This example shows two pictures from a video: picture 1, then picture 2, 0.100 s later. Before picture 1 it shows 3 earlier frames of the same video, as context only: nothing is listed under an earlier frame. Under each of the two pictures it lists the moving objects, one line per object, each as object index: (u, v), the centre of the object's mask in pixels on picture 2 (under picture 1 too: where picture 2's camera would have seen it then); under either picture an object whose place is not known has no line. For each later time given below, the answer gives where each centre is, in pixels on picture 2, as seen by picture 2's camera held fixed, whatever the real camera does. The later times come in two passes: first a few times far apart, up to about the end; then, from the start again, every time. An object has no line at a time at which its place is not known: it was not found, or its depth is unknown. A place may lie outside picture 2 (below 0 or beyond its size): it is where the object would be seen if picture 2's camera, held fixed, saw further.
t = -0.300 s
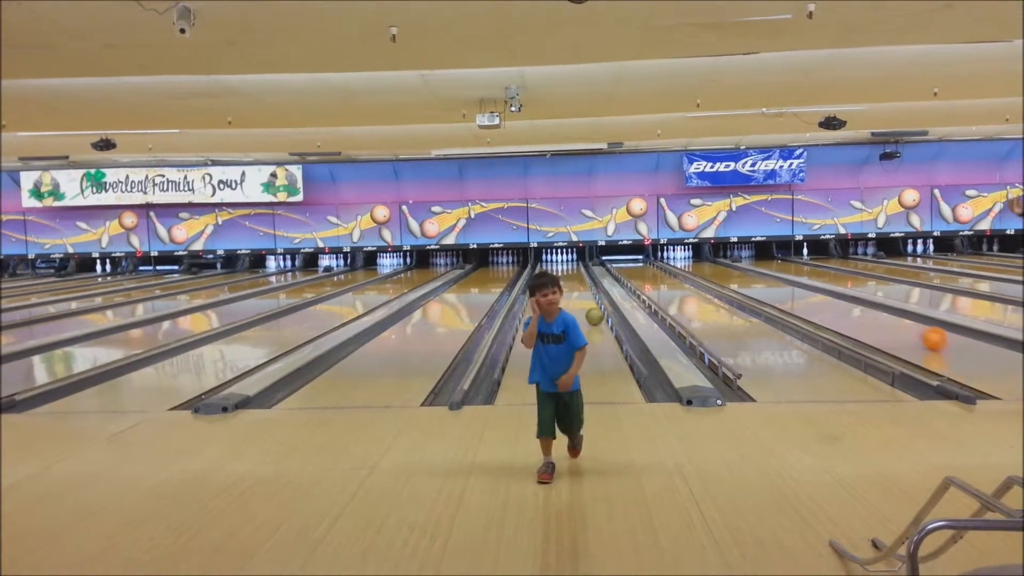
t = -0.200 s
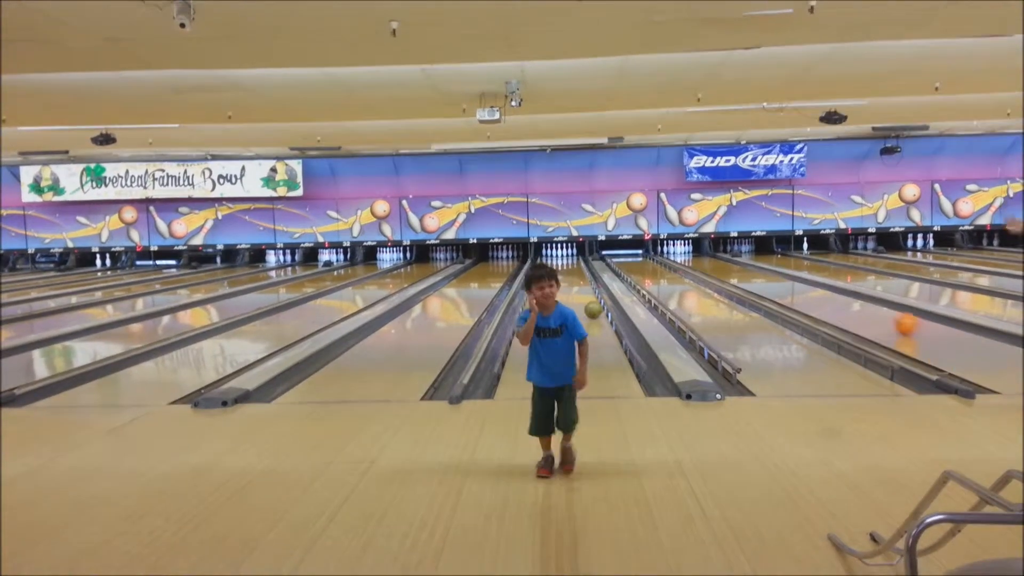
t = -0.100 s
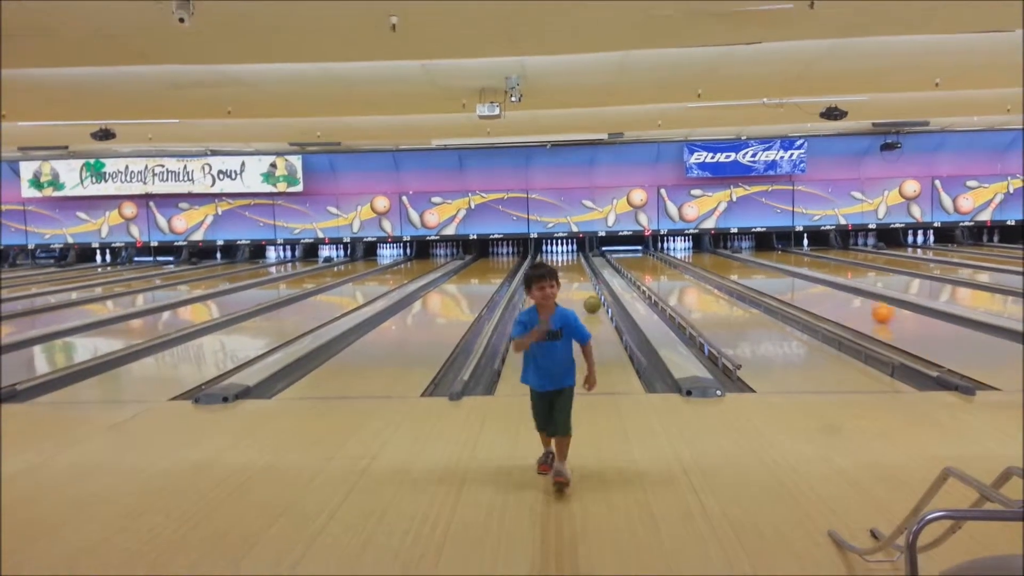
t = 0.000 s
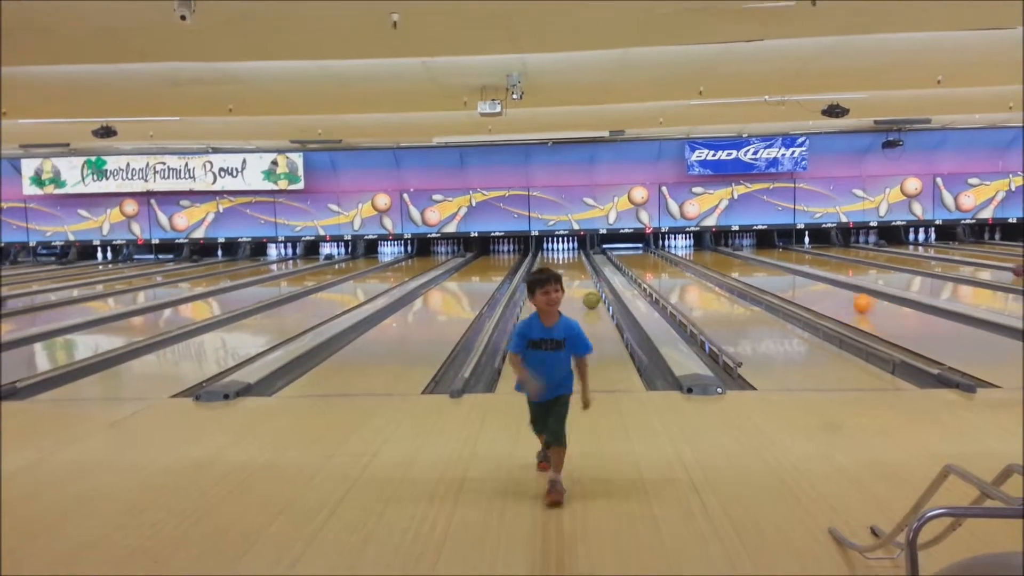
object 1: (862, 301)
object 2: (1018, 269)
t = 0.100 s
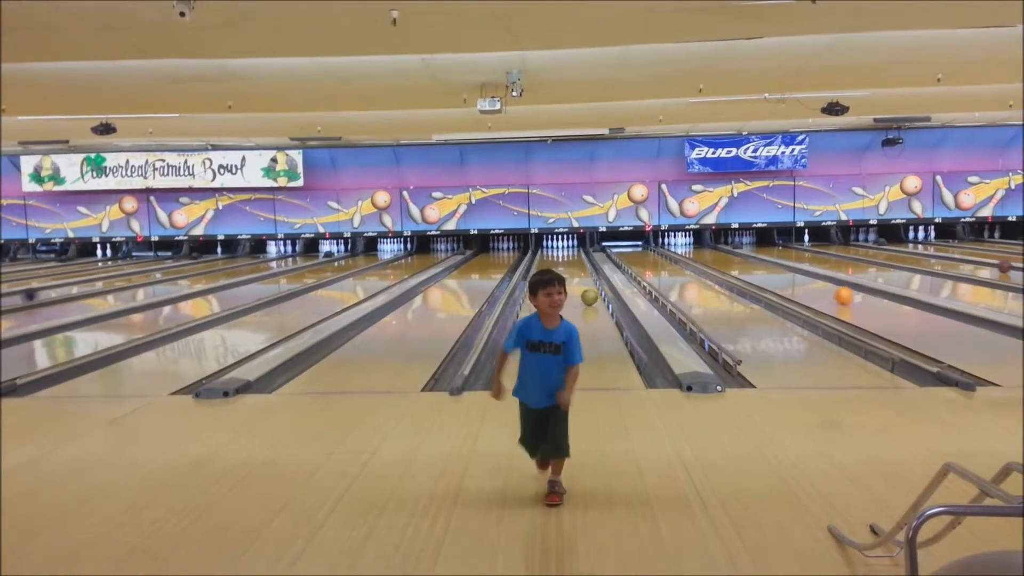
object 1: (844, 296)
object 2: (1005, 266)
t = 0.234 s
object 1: (823, 289)
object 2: (987, 263)
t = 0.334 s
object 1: (809, 284)
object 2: (974, 261)
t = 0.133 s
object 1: (838, 295)
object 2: (1000, 265)
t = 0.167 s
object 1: (834, 293)
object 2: (995, 265)
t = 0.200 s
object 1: (828, 291)
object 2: (991, 264)
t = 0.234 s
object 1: (823, 289)
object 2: (987, 263)
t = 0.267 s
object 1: (818, 287)
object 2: (982, 263)
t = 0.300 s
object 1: (814, 286)
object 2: (978, 262)
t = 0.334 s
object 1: (809, 284)
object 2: (974, 261)
